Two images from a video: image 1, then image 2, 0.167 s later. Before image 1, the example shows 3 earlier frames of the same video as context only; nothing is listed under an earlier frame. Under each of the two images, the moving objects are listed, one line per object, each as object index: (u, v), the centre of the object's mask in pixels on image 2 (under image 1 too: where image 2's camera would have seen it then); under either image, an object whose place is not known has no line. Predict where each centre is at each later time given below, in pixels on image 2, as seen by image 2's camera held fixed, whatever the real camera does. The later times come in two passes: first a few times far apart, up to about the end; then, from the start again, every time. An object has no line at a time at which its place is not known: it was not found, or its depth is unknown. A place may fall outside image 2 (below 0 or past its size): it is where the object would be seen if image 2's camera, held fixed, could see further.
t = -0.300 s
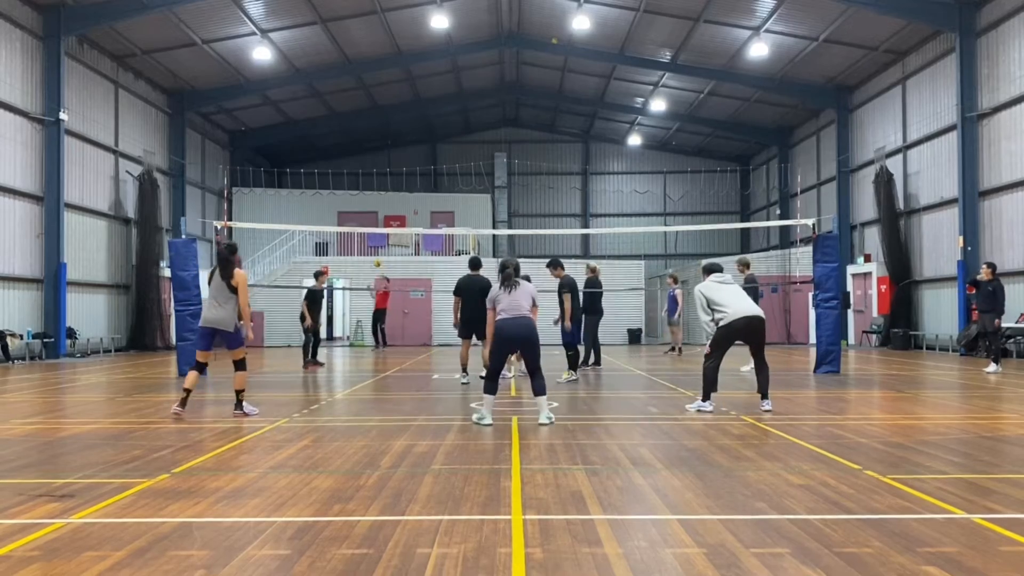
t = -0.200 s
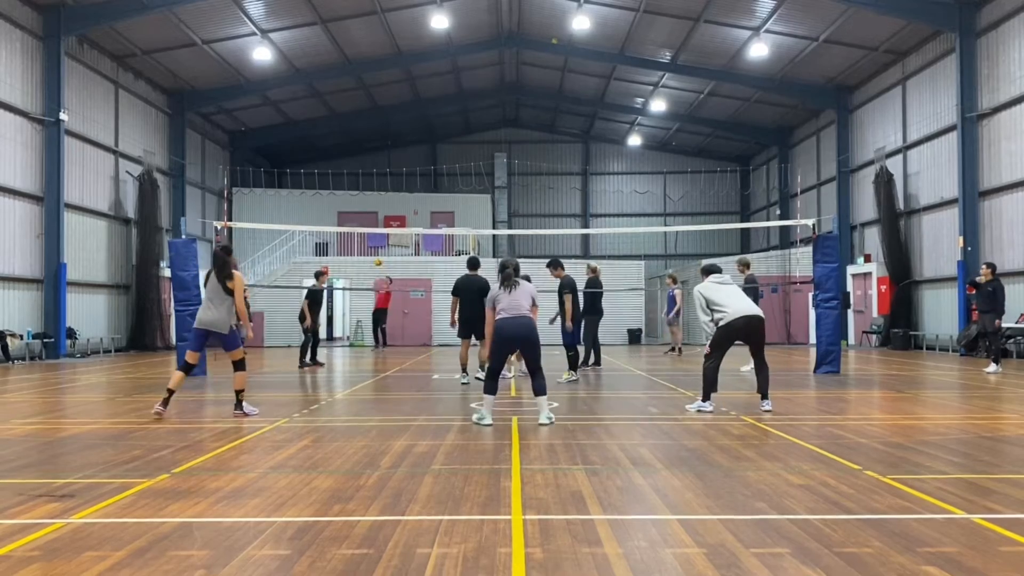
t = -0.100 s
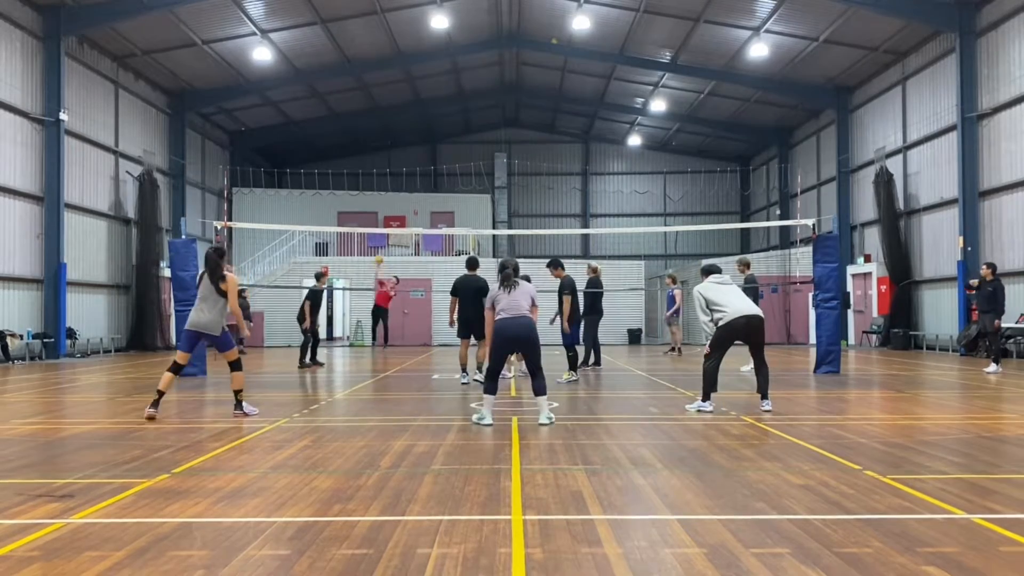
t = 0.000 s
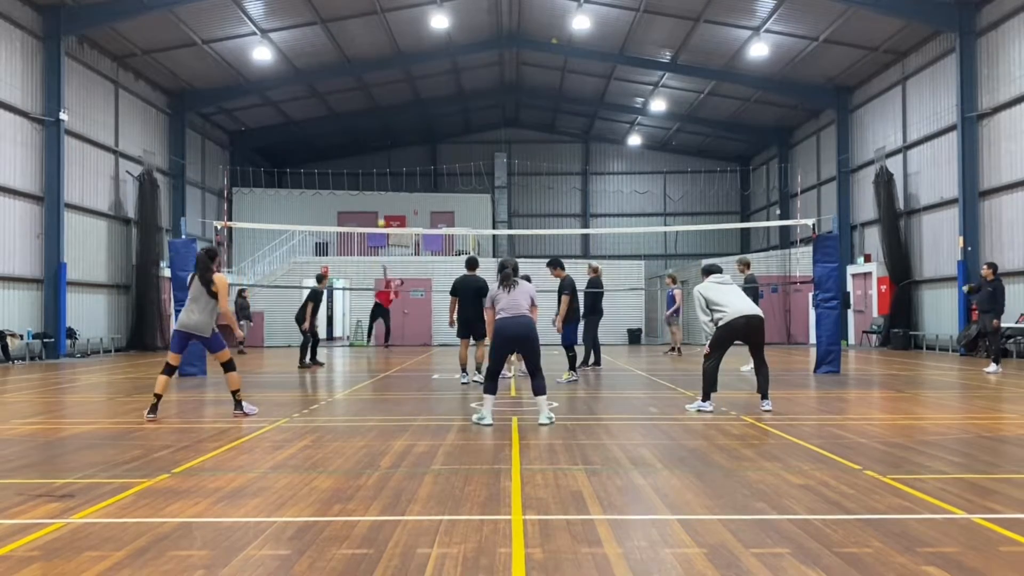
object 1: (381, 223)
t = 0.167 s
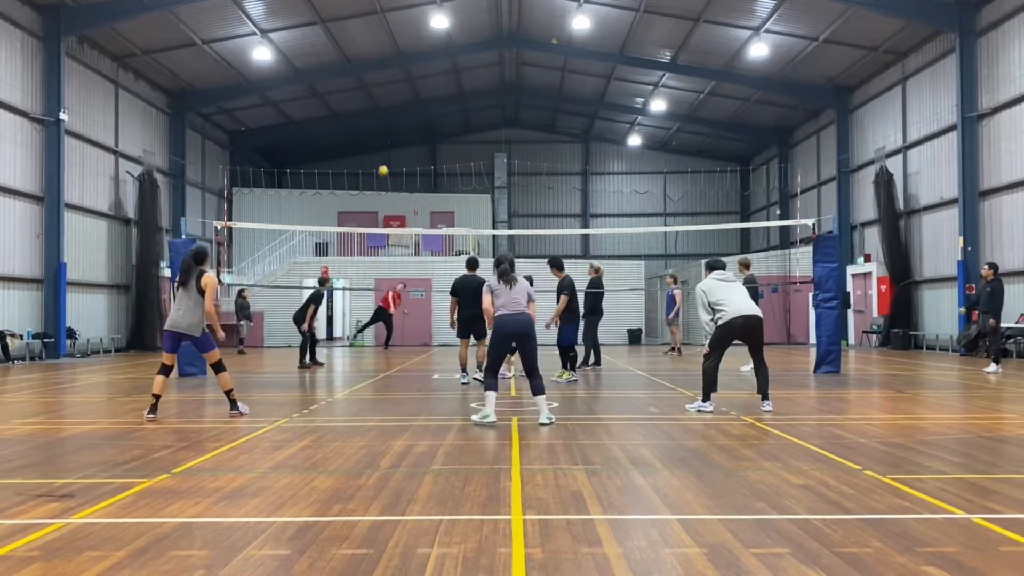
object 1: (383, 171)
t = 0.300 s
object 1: (384, 135)
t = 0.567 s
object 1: (388, 76)
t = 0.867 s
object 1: (396, 42)
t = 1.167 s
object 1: (400, 54)
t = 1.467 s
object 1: (410, 140)
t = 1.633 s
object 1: (419, 226)
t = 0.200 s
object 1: (383, 161)
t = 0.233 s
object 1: (383, 152)
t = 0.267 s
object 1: (383, 143)
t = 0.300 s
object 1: (384, 135)
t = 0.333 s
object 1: (384, 126)
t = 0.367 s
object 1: (384, 118)
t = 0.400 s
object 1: (385, 110)
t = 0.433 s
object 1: (385, 103)
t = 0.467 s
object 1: (386, 96)
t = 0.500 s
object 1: (387, 89)
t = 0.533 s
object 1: (387, 82)
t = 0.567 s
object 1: (388, 76)
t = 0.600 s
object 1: (389, 71)
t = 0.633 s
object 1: (390, 66)
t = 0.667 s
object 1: (391, 61)
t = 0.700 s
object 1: (392, 56)
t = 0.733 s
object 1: (392, 52)
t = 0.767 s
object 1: (393, 49)
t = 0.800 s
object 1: (394, 46)
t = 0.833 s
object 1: (395, 44)
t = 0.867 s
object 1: (396, 42)
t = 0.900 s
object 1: (397, 40)
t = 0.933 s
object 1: (397, 40)
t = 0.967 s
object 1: (398, 39)
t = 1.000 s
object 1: (398, 40)
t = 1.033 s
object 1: (398, 41)
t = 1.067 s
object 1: (399, 43)
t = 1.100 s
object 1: (400, 46)
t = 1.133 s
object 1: (400, 50)
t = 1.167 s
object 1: (400, 54)
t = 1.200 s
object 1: (401, 60)
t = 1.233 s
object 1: (402, 66)
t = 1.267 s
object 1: (403, 73)
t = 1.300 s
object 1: (403, 82)
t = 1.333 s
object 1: (405, 91)
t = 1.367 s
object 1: (406, 102)
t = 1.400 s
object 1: (407, 113)
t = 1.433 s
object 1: (408, 126)
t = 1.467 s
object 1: (410, 140)
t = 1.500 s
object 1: (411, 155)
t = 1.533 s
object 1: (413, 171)
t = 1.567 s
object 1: (414, 188)
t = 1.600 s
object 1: (417, 206)
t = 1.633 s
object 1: (419, 226)
